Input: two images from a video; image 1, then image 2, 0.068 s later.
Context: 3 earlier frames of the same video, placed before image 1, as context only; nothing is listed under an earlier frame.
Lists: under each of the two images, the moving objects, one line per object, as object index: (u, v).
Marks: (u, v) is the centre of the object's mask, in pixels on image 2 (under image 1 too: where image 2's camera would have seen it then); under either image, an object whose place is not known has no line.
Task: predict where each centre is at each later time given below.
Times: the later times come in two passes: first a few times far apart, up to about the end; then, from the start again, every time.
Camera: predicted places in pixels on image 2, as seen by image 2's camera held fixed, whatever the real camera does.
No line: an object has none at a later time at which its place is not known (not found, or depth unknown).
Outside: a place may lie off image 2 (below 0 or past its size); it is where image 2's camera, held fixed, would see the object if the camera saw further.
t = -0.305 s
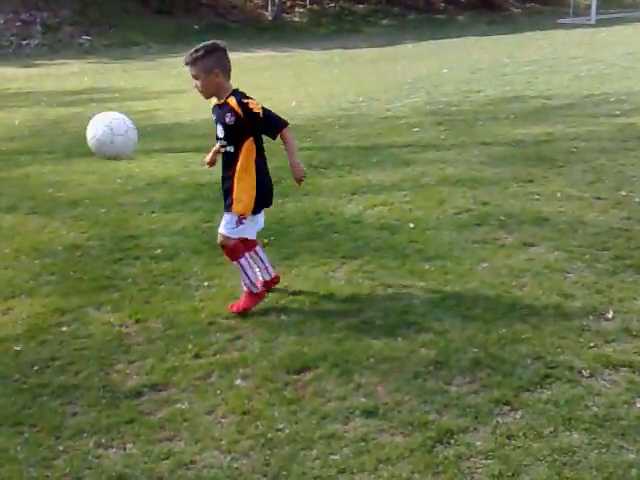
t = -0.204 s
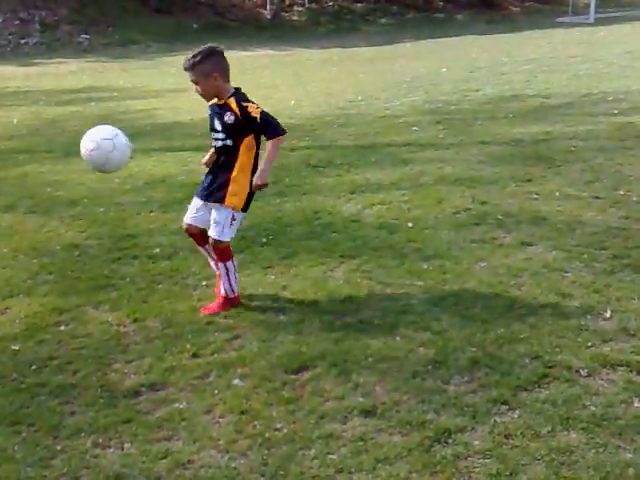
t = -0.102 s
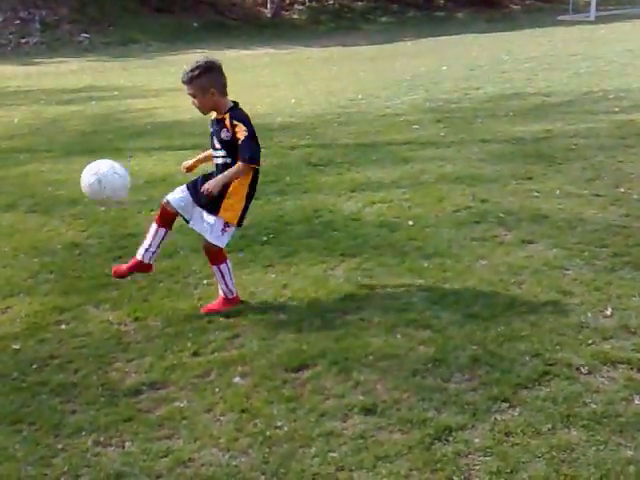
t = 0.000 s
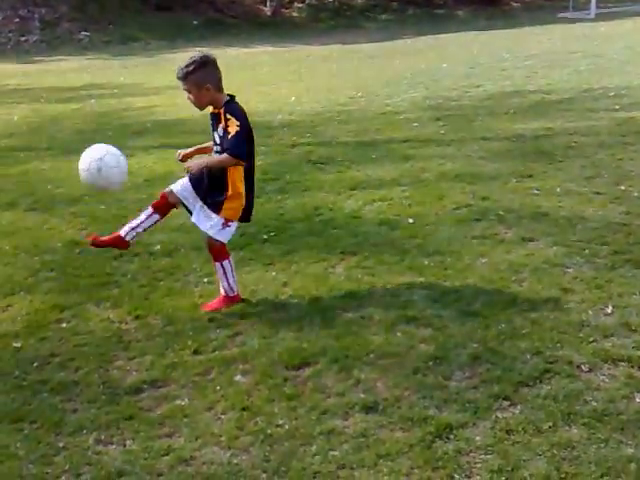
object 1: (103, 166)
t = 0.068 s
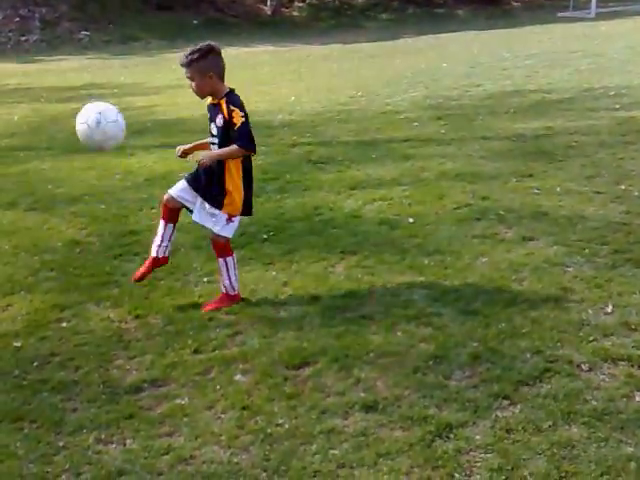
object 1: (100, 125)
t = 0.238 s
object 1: (100, 67)
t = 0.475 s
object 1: (116, 90)
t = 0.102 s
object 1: (100, 108)
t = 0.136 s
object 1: (99, 94)
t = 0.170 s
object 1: (99, 83)
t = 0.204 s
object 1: (100, 74)
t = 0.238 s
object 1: (100, 67)
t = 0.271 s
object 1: (102, 64)
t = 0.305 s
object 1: (103, 62)
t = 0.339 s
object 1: (105, 63)
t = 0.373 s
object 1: (108, 66)
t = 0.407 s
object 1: (110, 72)
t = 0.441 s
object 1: (113, 80)
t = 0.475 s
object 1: (116, 90)
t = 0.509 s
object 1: (119, 101)
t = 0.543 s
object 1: (123, 115)
